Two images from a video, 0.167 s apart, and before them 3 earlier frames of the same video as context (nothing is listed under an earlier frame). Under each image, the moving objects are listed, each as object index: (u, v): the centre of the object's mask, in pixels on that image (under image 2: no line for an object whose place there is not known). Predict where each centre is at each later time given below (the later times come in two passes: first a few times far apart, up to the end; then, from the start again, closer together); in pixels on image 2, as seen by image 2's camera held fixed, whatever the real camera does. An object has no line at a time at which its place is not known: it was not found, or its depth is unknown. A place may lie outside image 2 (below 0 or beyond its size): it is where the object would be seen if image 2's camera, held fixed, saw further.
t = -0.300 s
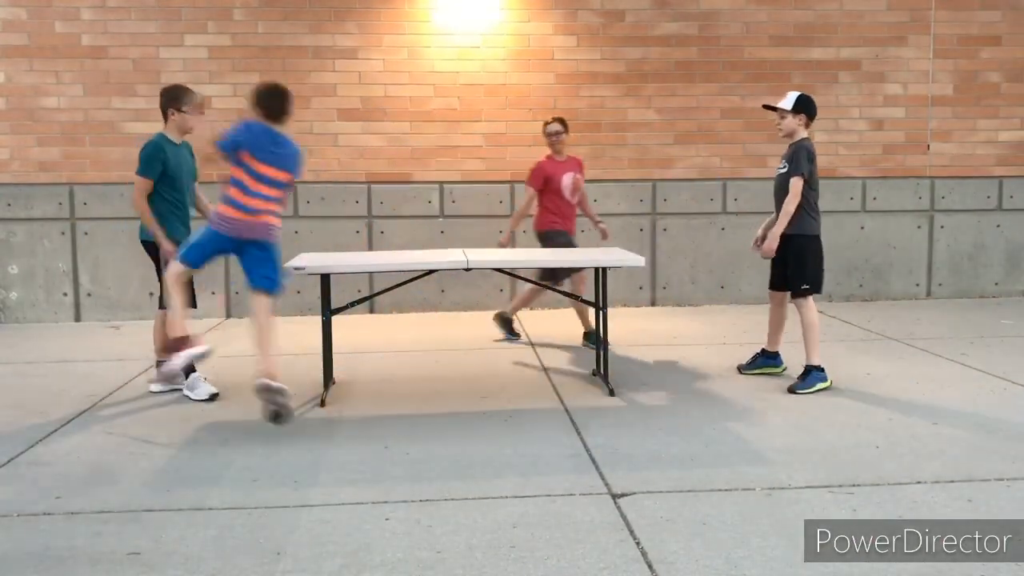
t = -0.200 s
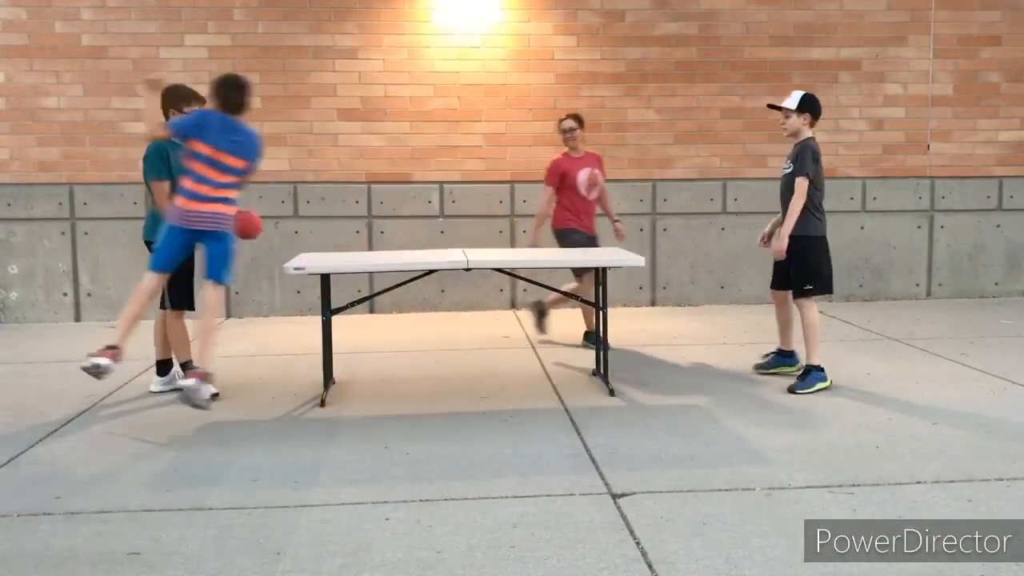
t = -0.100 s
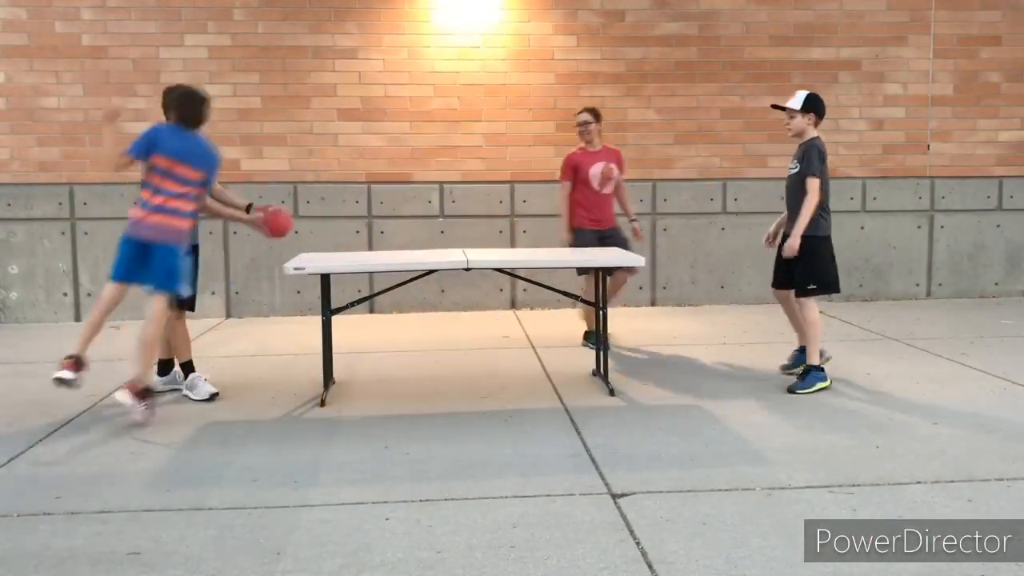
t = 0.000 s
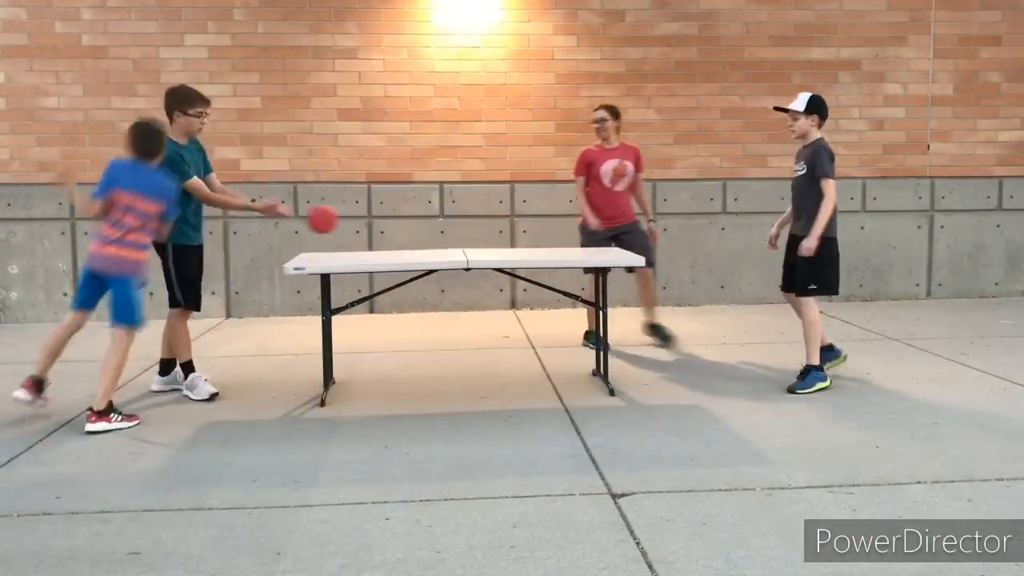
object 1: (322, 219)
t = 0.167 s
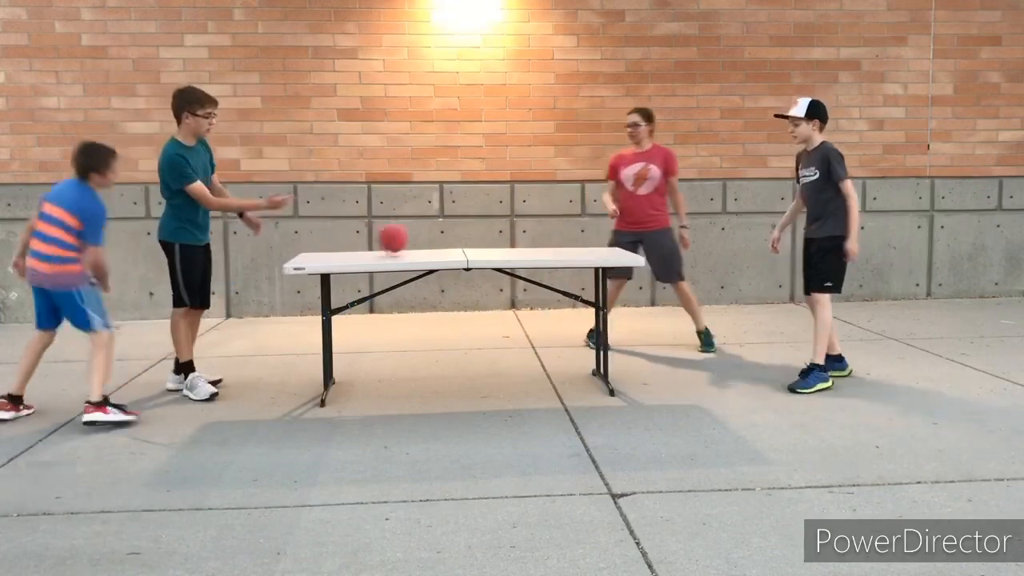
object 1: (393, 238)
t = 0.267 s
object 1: (424, 227)
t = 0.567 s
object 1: (521, 236)
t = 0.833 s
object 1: (603, 234)
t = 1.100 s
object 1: (686, 254)
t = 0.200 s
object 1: (403, 232)
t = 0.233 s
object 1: (414, 228)
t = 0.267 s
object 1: (424, 227)
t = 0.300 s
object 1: (435, 227)
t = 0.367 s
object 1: (456, 233)
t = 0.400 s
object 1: (466, 238)
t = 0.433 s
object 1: (477, 236)
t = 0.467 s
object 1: (488, 233)
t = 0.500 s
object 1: (498, 232)
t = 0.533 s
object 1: (509, 233)
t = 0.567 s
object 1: (521, 236)
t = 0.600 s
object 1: (531, 239)
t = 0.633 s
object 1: (541, 235)
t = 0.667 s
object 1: (551, 234)
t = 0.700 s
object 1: (562, 234)
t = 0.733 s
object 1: (572, 237)
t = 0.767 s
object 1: (583, 237)
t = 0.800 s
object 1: (593, 234)
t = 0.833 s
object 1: (603, 234)
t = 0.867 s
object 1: (614, 236)
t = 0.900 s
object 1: (624, 237)
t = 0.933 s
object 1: (634, 234)
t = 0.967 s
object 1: (643, 234)
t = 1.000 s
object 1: (655, 236)
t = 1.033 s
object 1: (666, 240)
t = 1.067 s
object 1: (676, 246)
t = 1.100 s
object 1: (686, 254)
